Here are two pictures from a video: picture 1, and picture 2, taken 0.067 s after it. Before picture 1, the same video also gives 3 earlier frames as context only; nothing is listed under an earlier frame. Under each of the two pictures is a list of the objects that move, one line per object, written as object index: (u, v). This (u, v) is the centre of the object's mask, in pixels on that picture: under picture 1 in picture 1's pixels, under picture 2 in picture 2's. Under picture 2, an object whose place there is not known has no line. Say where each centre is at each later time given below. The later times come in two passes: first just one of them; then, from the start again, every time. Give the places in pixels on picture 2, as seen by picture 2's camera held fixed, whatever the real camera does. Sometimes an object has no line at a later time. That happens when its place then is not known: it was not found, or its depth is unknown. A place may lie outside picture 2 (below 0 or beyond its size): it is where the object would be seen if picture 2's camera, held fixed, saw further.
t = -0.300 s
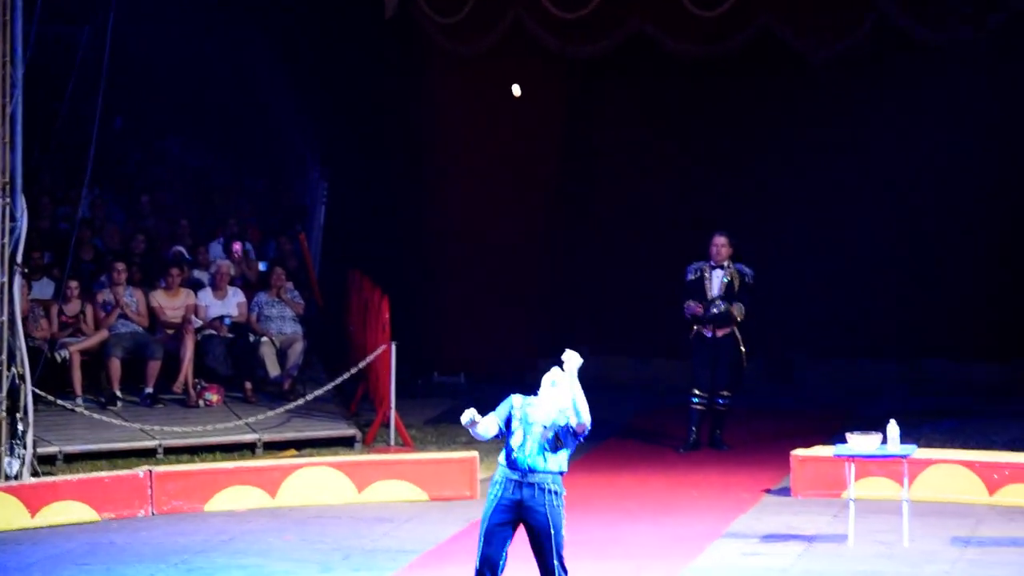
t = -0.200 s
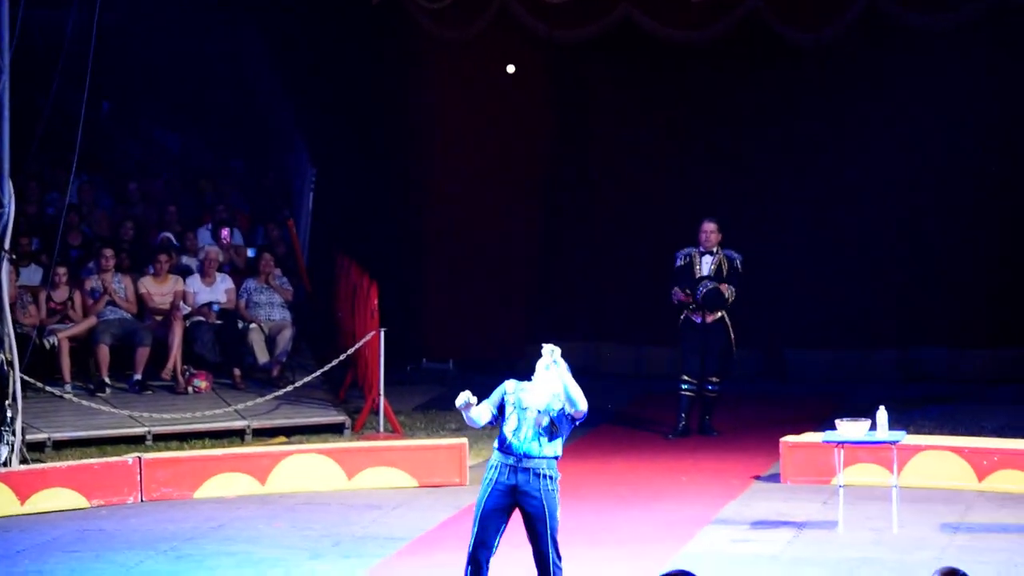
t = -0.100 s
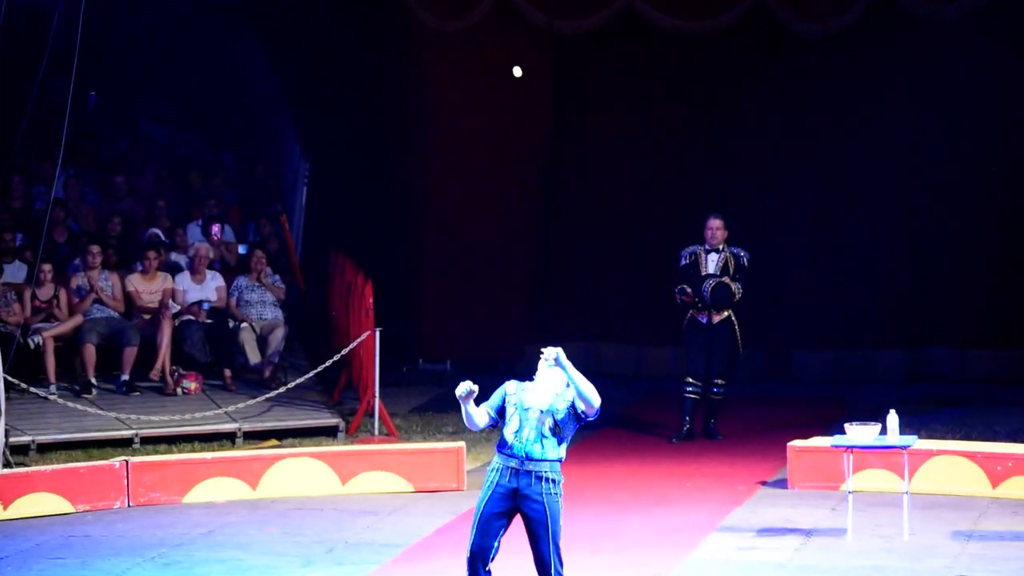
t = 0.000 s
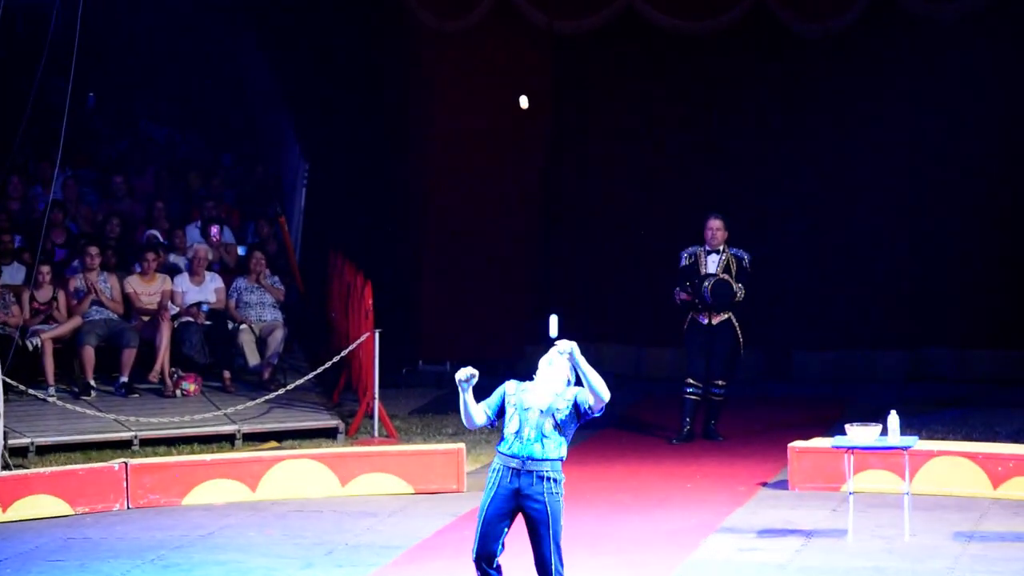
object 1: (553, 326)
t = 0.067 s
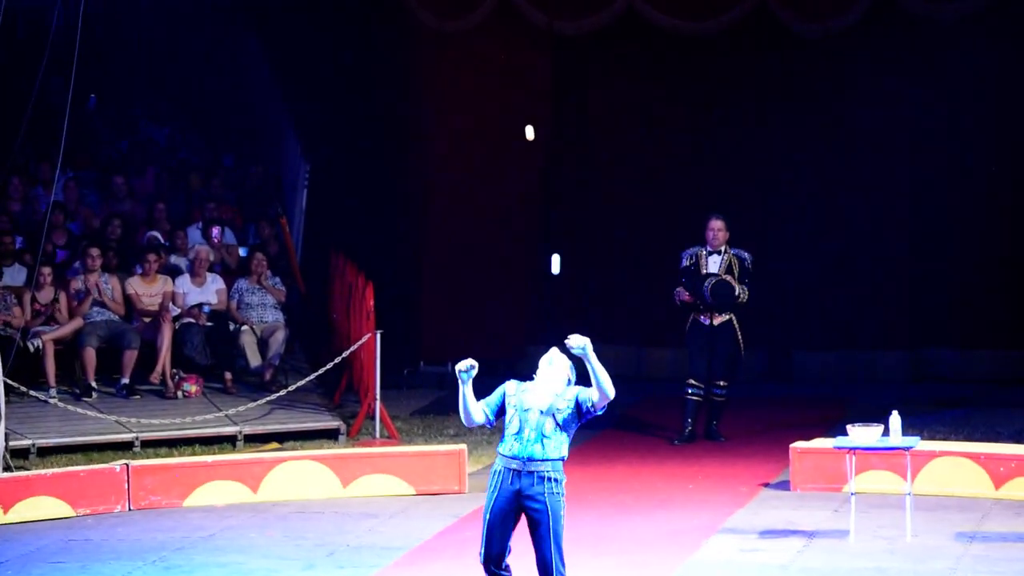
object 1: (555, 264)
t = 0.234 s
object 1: (559, 151)
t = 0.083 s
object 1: (556, 248)
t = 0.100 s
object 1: (556, 233)
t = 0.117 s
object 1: (556, 222)
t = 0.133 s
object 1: (557, 211)
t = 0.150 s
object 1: (557, 200)
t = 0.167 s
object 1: (558, 189)
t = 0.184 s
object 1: (559, 179)
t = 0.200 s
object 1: (559, 170)
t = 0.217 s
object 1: (559, 160)
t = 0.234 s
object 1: (559, 151)
